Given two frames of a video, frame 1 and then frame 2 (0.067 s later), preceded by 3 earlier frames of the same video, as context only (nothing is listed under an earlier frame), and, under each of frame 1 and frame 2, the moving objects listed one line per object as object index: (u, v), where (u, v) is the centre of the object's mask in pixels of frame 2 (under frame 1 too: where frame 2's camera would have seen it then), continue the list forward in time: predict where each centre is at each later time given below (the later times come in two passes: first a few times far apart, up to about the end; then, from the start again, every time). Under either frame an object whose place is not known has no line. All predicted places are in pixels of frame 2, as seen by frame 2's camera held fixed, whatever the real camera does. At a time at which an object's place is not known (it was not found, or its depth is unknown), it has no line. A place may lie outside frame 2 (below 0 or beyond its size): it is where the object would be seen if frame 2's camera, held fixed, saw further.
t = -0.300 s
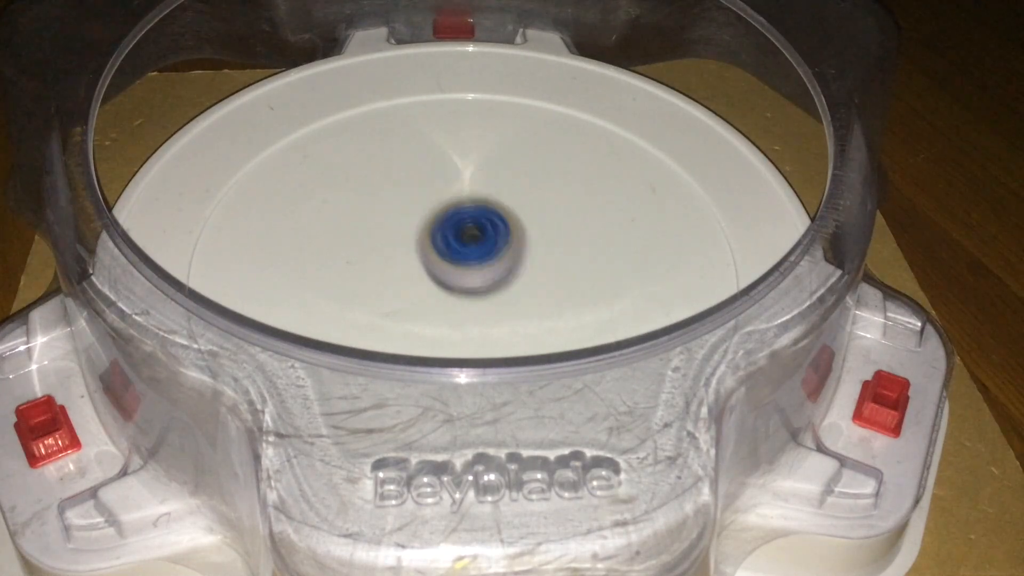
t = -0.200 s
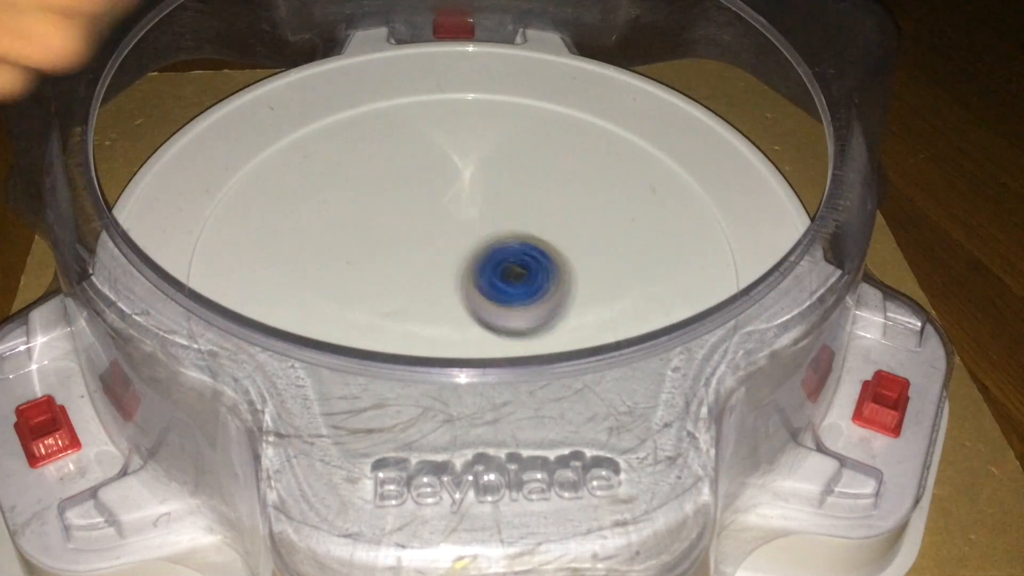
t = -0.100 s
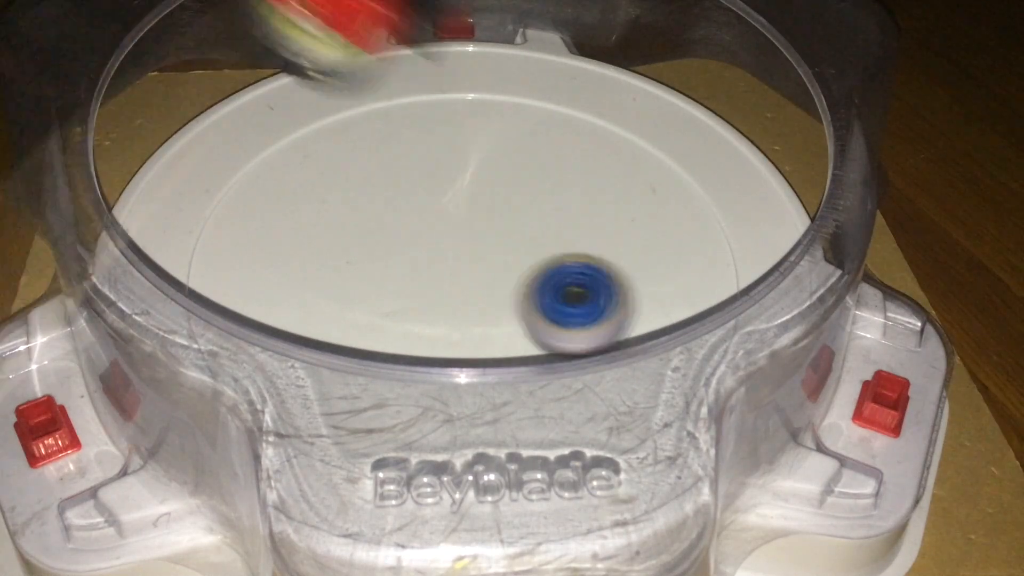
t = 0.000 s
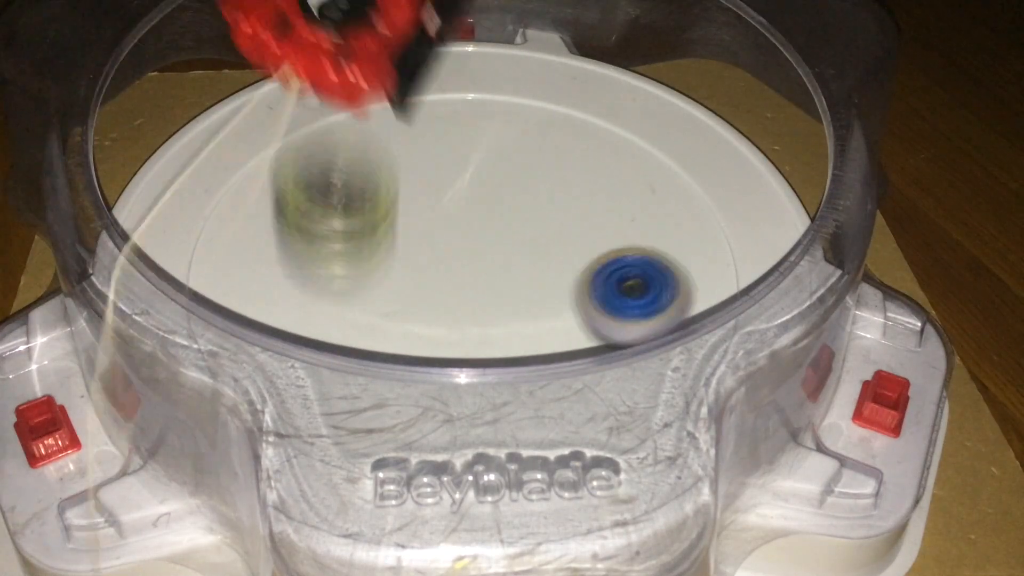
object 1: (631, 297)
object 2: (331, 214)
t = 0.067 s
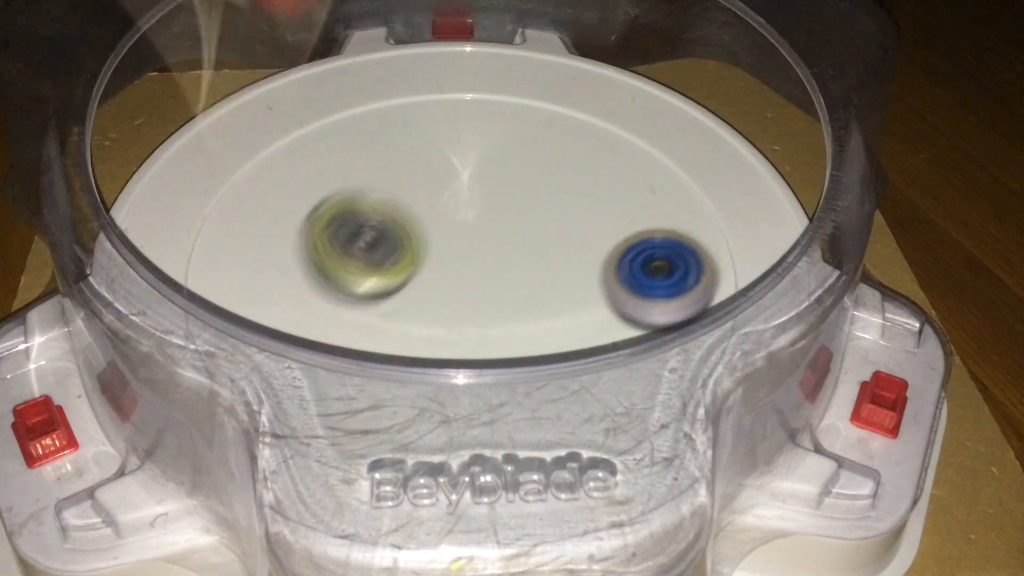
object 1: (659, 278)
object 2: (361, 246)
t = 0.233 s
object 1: (636, 214)
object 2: (481, 256)
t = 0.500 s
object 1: (447, 187)
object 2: (566, 270)
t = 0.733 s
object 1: (350, 337)
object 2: (514, 243)
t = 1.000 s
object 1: (469, 407)
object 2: (439, 216)
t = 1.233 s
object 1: (553, 333)
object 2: (490, 228)
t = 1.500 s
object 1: (524, 286)
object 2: (534, 194)
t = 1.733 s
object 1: (412, 298)
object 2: (524, 188)
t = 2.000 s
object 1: (399, 335)
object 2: (536, 229)
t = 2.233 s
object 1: (453, 328)
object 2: (530, 263)
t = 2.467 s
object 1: (397, 303)
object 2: (573, 224)
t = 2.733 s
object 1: (341, 288)
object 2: (555, 254)
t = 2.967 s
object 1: (345, 279)
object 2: (549, 301)
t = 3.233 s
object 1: (375, 253)
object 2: (571, 300)
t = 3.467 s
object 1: (400, 215)
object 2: (514, 303)
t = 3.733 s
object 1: (410, 190)
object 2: (462, 328)
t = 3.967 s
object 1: (421, 190)
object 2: (483, 326)
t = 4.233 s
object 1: (456, 206)
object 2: (417, 306)
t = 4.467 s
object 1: (490, 218)
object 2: (387, 316)
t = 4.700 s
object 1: (509, 228)
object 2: (402, 302)
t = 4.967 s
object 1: (517, 244)
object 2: (374, 248)
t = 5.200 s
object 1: (515, 259)
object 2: (345, 254)
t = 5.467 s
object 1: (515, 284)
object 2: (384, 246)
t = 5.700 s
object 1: (510, 302)
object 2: (400, 239)
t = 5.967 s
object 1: (492, 308)
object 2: (425, 214)
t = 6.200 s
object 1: (450, 304)
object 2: (435, 217)
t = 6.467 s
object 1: (415, 307)
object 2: (456, 217)
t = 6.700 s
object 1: (398, 302)
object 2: (469, 224)
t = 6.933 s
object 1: (395, 288)
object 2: (486, 233)
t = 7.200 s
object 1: (381, 256)
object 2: (510, 240)
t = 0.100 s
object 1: (667, 268)
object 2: (386, 235)
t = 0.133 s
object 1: (668, 255)
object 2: (411, 243)
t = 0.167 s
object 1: (663, 240)
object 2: (436, 270)
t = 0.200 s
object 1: (652, 226)
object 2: (460, 271)
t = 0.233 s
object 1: (636, 214)
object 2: (481, 256)
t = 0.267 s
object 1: (618, 204)
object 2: (503, 259)
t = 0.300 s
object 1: (596, 195)
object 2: (522, 273)
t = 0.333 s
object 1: (575, 184)
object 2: (539, 253)
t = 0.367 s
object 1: (550, 176)
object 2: (550, 255)
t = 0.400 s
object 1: (524, 175)
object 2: (558, 270)
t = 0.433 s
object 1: (499, 175)
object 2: (564, 271)
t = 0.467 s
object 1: (473, 178)
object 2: (566, 271)
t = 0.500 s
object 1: (447, 187)
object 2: (566, 270)
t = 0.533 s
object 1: (422, 200)
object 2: (565, 265)
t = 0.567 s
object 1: (398, 218)
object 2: (561, 265)
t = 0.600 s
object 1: (377, 240)
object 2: (555, 262)
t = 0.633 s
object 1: (361, 263)
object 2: (547, 252)
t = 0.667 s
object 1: (350, 290)
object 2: (537, 252)
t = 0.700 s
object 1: (348, 310)
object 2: (526, 243)
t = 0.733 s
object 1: (350, 337)
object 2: (514, 243)
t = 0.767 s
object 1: (359, 359)
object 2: (502, 232)
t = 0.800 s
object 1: (372, 380)
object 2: (489, 233)
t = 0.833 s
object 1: (388, 393)
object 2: (477, 222)
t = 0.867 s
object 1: (407, 403)
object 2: (466, 223)
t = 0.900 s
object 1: (421, 417)
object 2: (456, 217)
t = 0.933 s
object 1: (437, 418)
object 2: (447, 217)
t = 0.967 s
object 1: (452, 418)
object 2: (442, 216)
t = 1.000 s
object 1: (469, 407)
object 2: (439, 216)
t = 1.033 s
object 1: (482, 403)
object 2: (440, 215)
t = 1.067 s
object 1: (496, 396)
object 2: (442, 216)
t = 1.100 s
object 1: (509, 388)
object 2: (449, 218)
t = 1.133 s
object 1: (523, 384)
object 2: (457, 220)
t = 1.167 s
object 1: (534, 367)
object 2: (467, 224)
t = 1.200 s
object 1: (545, 357)
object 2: (479, 226)
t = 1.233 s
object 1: (553, 333)
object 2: (490, 228)
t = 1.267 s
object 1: (559, 324)
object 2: (500, 228)
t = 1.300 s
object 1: (565, 319)
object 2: (511, 231)
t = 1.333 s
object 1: (567, 309)
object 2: (521, 232)
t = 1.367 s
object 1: (567, 306)
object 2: (526, 224)
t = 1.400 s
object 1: (561, 302)
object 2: (529, 216)
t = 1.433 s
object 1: (551, 297)
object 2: (532, 208)
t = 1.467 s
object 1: (538, 291)
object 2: (533, 200)
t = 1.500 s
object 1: (524, 286)
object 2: (534, 194)
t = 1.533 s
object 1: (508, 283)
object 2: (533, 189)
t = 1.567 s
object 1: (492, 281)
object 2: (532, 185)
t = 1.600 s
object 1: (475, 281)
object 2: (530, 184)
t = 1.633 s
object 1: (457, 283)
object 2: (527, 183)
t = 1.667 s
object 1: (441, 286)
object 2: (525, 184)
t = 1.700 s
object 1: (425, 292)
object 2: (524, 185)
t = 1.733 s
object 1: (412, 298)
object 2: (524, 188)
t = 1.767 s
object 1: (400, 304)
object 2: (524, 191)
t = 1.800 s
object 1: (392, 311)
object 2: (526, 196)
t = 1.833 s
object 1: (385, 318)
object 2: (528, 200)
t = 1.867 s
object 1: (382, 323)
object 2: (531, 206)
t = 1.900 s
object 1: (384, 325)
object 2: (533, 211)
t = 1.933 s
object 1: (388, 329)
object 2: (535, 217)
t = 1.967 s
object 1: (393, 332)
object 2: (536, 223)
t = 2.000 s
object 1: (399, 335)
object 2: (536, 229)
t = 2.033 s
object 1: (407, 336)
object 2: (535, 235)
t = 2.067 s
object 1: (416, 336)
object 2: (535, 241)
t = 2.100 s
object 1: (426, 336)
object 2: (534, 247)
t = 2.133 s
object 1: (434, 334)
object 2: (534, 252)
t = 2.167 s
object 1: (442, 332)
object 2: (534, 257)
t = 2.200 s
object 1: (449, 332)
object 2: (532, 261)
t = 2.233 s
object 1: (453, 328)
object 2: (530, 263)
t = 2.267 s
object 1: (445, 327)
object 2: (538, 257)
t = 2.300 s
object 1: (435, 324)
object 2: (546, 250)
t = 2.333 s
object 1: (428, 321)
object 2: (555, 243)
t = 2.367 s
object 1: (421, 318)
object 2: (562, 237)
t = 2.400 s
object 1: (414, 313)
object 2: (569, 232)
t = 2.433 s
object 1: (406, 308)
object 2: (572, 228)
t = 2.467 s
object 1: (397, 303)
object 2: (573, 224)
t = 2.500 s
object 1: (387, 298)
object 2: (572, 223)
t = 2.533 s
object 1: (376, 295)
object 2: (571, 224)
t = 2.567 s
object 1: (367, 292)
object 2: (569, 226)
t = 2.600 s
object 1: (359, 289)
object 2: (567, 229)
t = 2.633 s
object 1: (351, 288)
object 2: (564, 235)
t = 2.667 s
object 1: (346, 287)
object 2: (561, 240)
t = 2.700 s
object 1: (342, 287)
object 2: (557, 247)
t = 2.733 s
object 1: (341, 288)
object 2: (555, 254)
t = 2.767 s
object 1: (340, 288)
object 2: (553, 261)
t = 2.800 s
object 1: (340, 287)
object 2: (551, 268)
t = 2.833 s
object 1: (340, 286)
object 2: (549, 275)
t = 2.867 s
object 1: (340, 285)
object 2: (548, 282)
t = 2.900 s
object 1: (341, 283)
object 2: (548, 289)
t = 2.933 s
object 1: (342, 281)
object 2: (548, 295)
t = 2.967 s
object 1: (345, 279)
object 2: (549, 301)
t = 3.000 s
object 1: (348, 276)
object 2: (551, 305)
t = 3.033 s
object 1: (351, 274)
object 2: (554, 307)
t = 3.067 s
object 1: (354, 271)
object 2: (557, 309)
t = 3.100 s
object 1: (357, 268)
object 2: (561, 309)
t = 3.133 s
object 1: (361, 265)
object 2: (565, 308)
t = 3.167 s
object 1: (365, 261)
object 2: (569, 307)
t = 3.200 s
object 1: (370, 257)
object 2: (571, 304)
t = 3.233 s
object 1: (375, 253)
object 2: (571, 300)
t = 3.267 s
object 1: (380, 248)
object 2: (570, 297)
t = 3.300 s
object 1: (385, 243)
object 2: (567, 294)
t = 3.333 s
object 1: (389, 237)
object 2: (559, 293)
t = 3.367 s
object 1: (392, 231)
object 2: (550, 294)
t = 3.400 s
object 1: (396, 225)
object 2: (538, 296)
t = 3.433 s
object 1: (398, 220)
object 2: (526, 299)
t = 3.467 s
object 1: (400, 215)
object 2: (514, 303)
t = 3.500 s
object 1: (403, 211)
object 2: (502, 307)
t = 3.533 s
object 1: (406, 206)
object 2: (491, 311)
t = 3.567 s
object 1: (407, 202)
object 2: (482, 316)
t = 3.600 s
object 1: (409, 198)
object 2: (473, 320)
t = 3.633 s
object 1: (409, 195)
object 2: (467, 323)
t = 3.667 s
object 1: (410, 192)
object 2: (462, 326)
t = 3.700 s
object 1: (410, 191)
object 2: (461, 327)
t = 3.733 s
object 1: (410, 190)
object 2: (462, 328)
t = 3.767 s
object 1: (411, 189)
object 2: (465, 329)
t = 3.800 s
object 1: (412, 188)
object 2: (470, 330)
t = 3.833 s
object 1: (413, 188)
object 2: (476, 330)
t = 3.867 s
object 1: (414, 188)
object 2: (481, 330)
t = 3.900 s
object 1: (416, 188)
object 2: (485, 329)
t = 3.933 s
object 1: (418, 189)
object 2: (485, 327)
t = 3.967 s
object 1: (421, 190)
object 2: (483, 326)
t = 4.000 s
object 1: (424, 191)
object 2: (479, 323)
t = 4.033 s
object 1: (427, 193)
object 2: (471, 320)
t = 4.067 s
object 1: (430, 195)
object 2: (463, 317)
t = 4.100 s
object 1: (435, 197)
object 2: (455, 314)
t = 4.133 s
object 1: (440, 199)
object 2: (444, 311)
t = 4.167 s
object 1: (445, 201)
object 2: (433, 309)
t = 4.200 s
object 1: (450, 203)
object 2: (425, 308)
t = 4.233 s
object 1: (456, 206)
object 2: (417, 306)
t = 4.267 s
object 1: (462, 208)
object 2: (409, 306)
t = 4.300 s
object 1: (468, 210)
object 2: (400, 306)
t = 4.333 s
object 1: (474, 212)
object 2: (393, 307)
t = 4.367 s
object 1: (479, 213)
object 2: (389, 309)
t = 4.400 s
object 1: (483, 215)
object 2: (387, 312)
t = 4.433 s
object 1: (486, 216)
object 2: (386, 314)
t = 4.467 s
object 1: (490, 218)
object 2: (387, 316)
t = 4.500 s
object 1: (493, 219)
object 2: (390, 317)
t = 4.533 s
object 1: (497, 221)
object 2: (393, 316)
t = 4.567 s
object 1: (499, 222)
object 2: (397, 314)
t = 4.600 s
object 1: (502, 223)
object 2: (400, 312)
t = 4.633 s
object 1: (504, 225)
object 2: (402, 309)
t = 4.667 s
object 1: (506, 227)
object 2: (402, 306)
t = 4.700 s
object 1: (509, 228)
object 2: (402, 302)
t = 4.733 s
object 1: (510, 229)
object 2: (401, 297)
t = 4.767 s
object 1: (511, 230)
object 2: (399, 290)
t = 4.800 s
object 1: (513, 233)
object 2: (398, 282)
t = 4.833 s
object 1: (514, 235)
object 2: (395, 274)
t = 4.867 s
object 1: (515, 237)
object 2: (392, 266)
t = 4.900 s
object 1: (516, 240)
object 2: (387, 259)
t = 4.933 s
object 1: (516, 242)
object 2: (381, 253)
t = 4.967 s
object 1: (517, 244)
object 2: (374, 248)
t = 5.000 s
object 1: (517, 246)
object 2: (368, 244)
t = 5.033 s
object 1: (517, 249)
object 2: (361, 242)
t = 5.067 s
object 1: (517, 251)
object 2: (355, 241)
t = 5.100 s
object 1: (517, 253)
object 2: (350, 242)
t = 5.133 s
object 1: (517, 255)
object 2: (346, 245)
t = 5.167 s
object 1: (516, 257)
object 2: (344, 249)
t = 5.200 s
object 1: (515, 259)
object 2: (345, 254)
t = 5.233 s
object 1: (514, 262)
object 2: (348, 257)
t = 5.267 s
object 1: (512, 264)
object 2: (355, 259)
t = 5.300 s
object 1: (511, 266)
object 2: (362, 260)
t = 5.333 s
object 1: (508, 268)
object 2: (371, 259)
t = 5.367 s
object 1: (506, 271)
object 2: (379, 258)
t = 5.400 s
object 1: (503, 275)
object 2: (387, 257)
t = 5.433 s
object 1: (509, 280)
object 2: (386, 252)
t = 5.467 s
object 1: (515, 284)
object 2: (384, 246)
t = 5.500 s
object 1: (517, 287)
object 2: (384, 242)
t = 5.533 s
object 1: (516, 291)
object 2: (385, 240)
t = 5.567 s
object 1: (514, 294)
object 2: (388, 238)
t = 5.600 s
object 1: (513, 297)
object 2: (391, 238)
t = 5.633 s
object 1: (512, 299)
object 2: (394, 239)
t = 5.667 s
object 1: (511, 301)
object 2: (397, 240)
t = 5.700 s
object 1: (510, 302)
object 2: (400, 239)
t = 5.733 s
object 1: (509, 304)
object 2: (404, 237)
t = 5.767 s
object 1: (508, 305)
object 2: (409, 233)
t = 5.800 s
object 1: (506, 305)
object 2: (413, 228)
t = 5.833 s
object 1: (505, 306)
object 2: (417, 223)
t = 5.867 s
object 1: (502, 307)
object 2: (419, 219)
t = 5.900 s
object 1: (499, 308)
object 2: (421, 217)
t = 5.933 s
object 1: (495, 308)
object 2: (423, 215)
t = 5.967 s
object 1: (492, 308)
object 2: (425, 214)
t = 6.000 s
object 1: (488, 308)
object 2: (426, 214)
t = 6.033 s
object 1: (483, 308)
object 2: (427, 214)
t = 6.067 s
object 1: (477, 308)
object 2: (428, 215)
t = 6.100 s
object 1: (471, 307)
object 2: (429, 216)
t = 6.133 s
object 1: (464, 305)
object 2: (430, 216)
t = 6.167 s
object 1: (458, 305)
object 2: (433, 216)
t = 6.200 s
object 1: (450, 304)
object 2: (435, 217)
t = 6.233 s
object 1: (443, 304)
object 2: (439, 218)
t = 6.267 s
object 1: (438, 306)
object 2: (443, 217)
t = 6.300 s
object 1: (434, 307)
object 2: (446, 216)
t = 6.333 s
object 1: (430, 307)
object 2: (448, 215)
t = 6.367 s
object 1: (426, 307)
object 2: (451, 215)
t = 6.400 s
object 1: (422, 307)
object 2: (453, 215)
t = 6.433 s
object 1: (418, 307)
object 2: (454, 216)
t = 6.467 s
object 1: (415, 307)
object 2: (456, 217)
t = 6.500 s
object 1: (412, 306)
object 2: (457, 218)
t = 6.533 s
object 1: (408, 306)
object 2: (459, 219)
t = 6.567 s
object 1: (406, 305)
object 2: (461, 220)
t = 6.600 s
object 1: (403, 305)
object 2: (463, 221)
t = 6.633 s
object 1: (401, 304)
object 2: (465, 222)
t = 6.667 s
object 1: (400, 303)
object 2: (467, 223)
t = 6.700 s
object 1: (398, 302)
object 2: (469, 224)
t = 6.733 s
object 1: (396, 301)
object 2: (472, 225)
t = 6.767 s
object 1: (395, 300)
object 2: (474, 226)
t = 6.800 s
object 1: (394, 298)
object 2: (476, 227)
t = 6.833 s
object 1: (393, 297)
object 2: (479, 229)
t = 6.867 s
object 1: (393, 294)
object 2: (482, 230)
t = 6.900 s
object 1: (394, 292)
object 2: (484, 231)
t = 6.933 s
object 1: (395, 288)
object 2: (486, 233)
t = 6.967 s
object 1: (395, 284)
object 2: (489, 234)
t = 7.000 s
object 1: (394, 281)
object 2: (494, 235)
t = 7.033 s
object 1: (394, 277)
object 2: (497, 235)
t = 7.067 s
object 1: (394, 271)
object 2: (500, 236)
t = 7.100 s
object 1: (391, 266)
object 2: (505, 236)
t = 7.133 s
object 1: (387, 261)
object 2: (507, 237)
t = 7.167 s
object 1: (383, 258)
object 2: (509, 238)
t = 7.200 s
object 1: (381, 256)
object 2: (510, 240)
